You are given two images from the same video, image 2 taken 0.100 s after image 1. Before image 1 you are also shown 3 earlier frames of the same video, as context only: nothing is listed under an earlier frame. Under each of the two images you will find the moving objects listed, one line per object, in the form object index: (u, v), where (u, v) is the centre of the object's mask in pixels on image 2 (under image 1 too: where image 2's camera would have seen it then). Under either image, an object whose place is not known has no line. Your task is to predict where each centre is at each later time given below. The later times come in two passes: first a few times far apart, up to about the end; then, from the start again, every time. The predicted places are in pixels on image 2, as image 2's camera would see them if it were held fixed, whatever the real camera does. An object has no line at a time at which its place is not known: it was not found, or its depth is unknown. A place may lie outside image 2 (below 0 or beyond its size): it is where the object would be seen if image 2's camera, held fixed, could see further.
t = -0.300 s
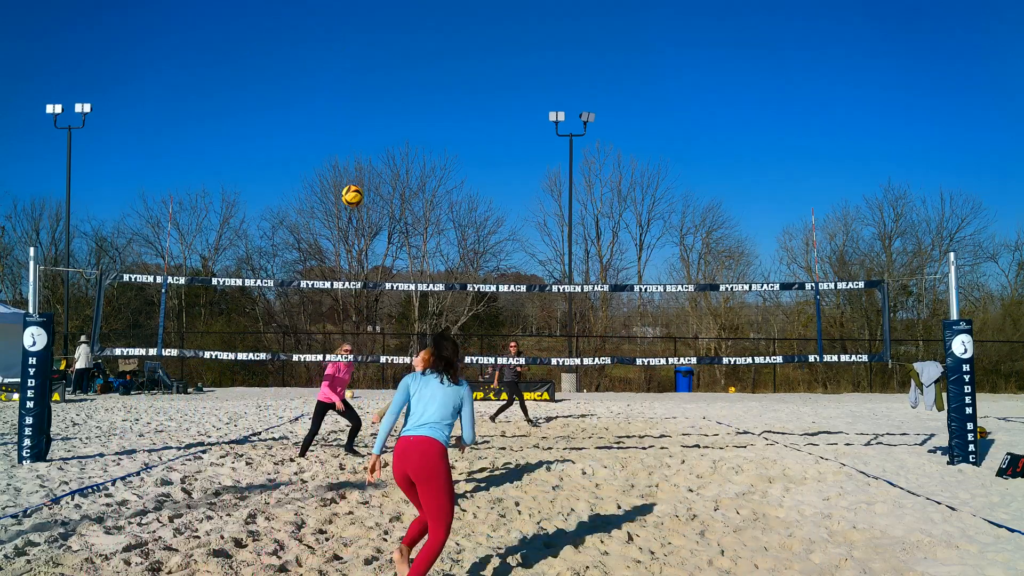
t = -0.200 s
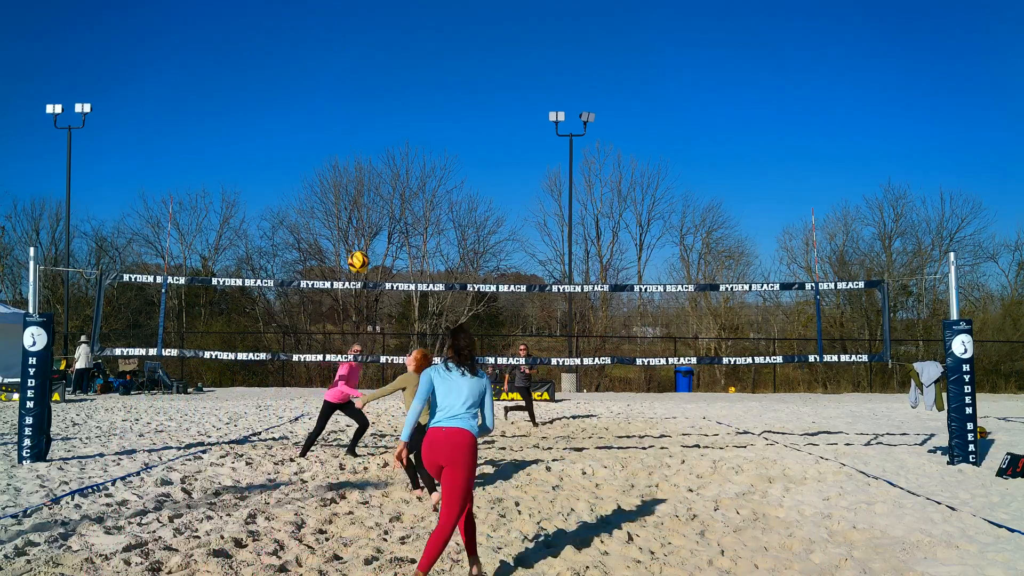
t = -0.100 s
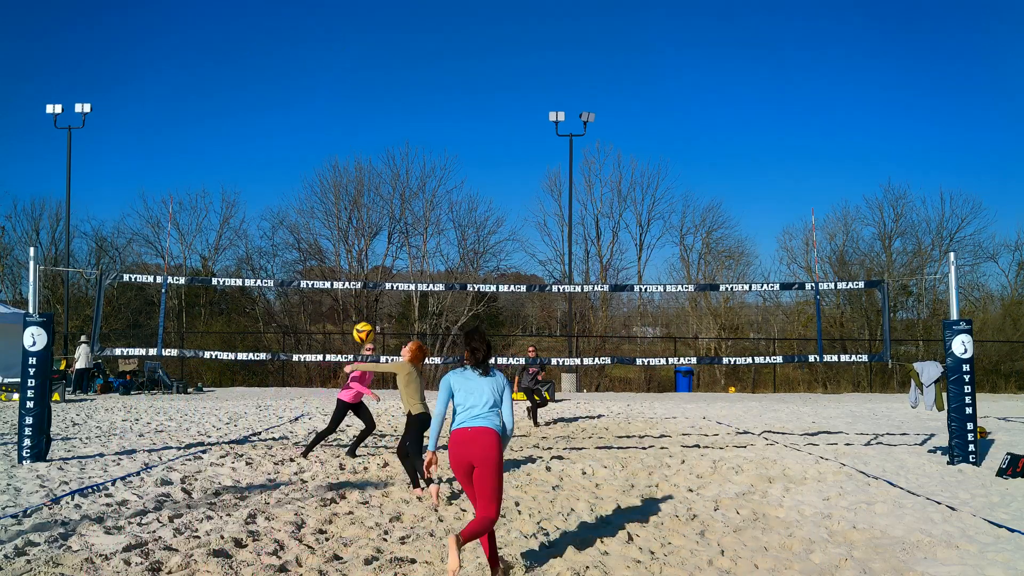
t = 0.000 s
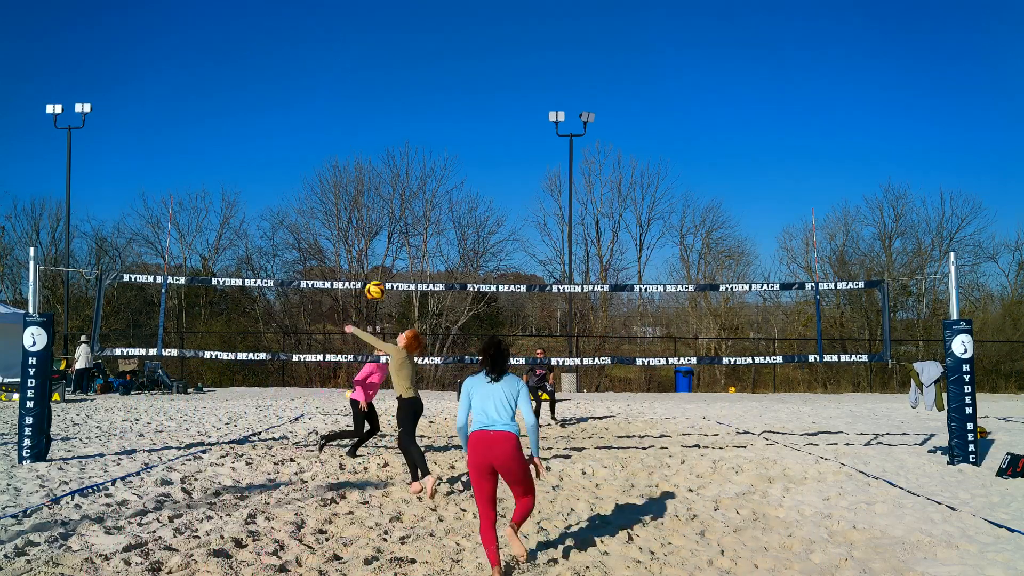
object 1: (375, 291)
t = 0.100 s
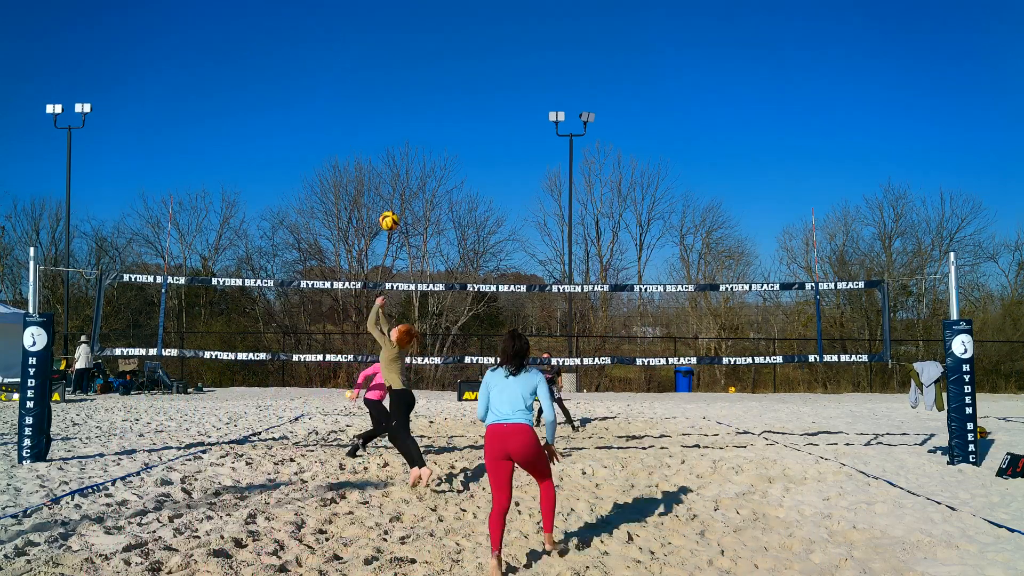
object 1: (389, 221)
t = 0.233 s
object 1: (405, 145)
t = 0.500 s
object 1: (440, 48)
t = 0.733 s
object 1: (470, 21)
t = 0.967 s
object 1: (498, 39)
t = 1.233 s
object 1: (528, 117)
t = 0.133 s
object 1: (393, 201)
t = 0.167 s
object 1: (397, 181)
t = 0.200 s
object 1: (401, 163)
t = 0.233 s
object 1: (405, 145)
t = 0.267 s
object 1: (409, 129)
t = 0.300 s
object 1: (414, 114)
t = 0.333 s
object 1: (418, 100)
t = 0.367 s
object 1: (422, 87)
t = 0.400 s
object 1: (426, 76)
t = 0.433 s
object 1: (431, 65)
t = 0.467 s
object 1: (436, 56)
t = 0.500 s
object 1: (440, 48)
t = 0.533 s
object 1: (445, 41)
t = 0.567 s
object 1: (449, 35)
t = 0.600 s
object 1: (453, 30)
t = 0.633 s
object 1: (458, 27)
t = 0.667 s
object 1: (462, 24)
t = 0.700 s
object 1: (466, 22)
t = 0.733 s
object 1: (470, 21)
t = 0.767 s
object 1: (474, 21)
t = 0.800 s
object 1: (478, 21)
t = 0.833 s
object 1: (482, 23)
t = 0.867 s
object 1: (486, 25)
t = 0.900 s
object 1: (490, 29)
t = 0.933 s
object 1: (494, 33)
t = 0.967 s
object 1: (498, 39)
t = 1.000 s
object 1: (502, 45)
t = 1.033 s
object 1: (506, 53)
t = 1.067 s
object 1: (510, 61)
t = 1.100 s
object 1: (514, 70)
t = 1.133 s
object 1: (518, 81)
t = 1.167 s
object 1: (521, 92)
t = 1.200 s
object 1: (525, 104)
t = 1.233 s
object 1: (528, 117)
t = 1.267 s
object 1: (532, 131)
